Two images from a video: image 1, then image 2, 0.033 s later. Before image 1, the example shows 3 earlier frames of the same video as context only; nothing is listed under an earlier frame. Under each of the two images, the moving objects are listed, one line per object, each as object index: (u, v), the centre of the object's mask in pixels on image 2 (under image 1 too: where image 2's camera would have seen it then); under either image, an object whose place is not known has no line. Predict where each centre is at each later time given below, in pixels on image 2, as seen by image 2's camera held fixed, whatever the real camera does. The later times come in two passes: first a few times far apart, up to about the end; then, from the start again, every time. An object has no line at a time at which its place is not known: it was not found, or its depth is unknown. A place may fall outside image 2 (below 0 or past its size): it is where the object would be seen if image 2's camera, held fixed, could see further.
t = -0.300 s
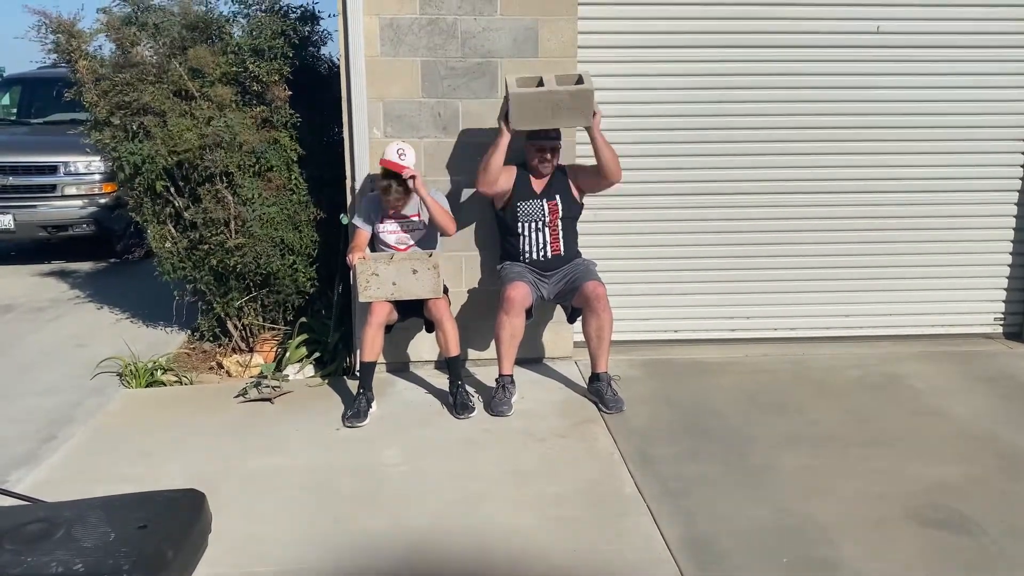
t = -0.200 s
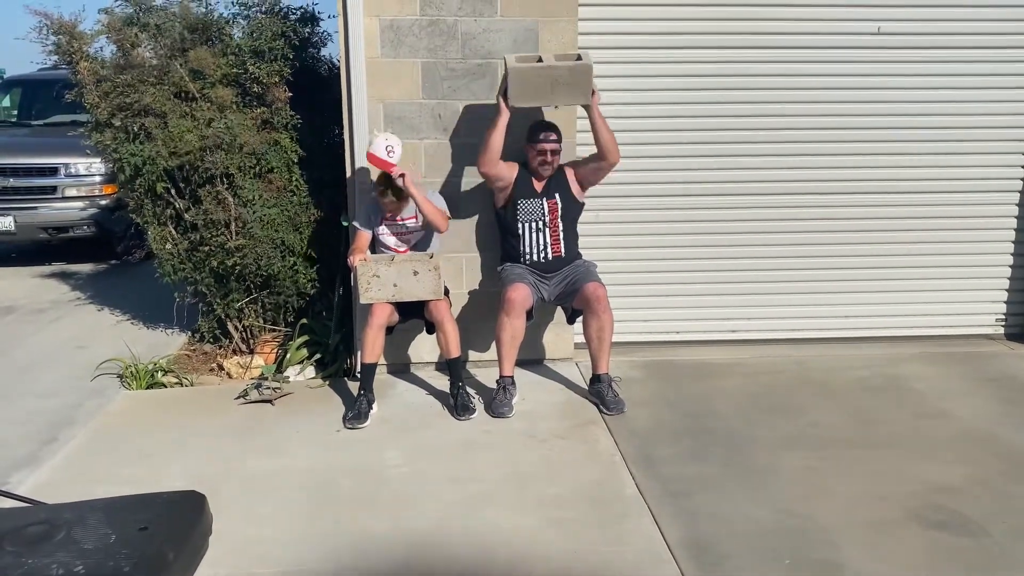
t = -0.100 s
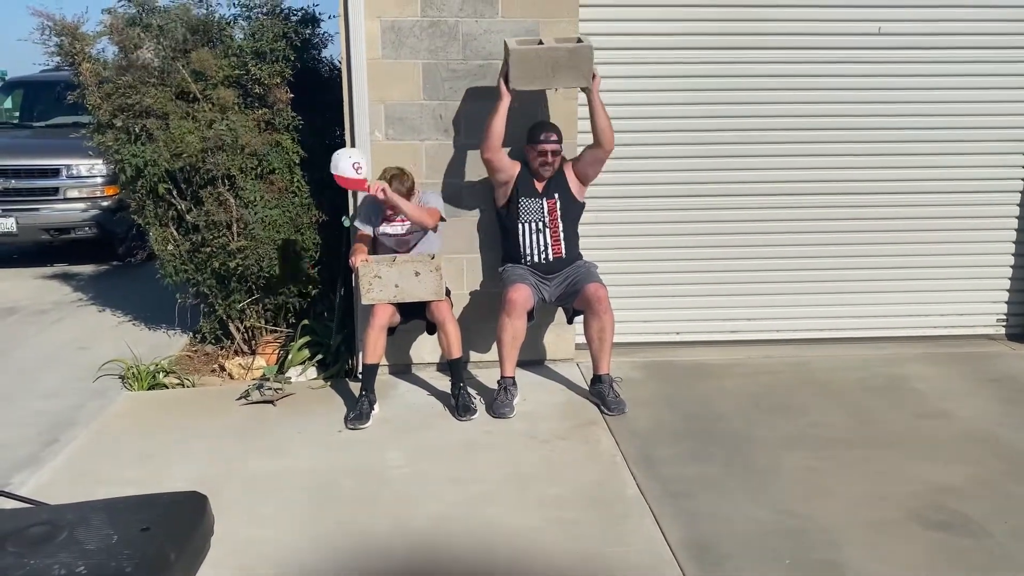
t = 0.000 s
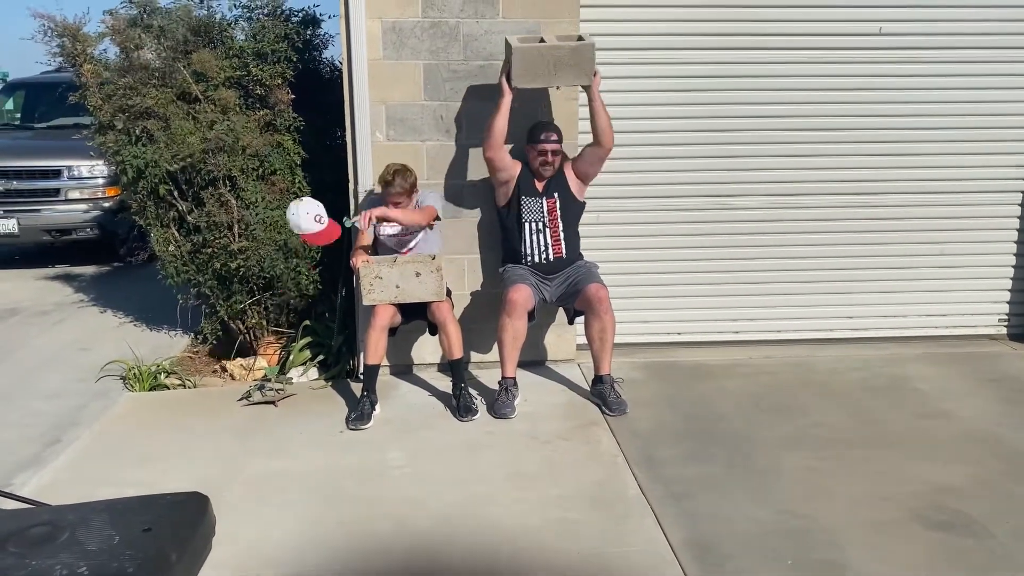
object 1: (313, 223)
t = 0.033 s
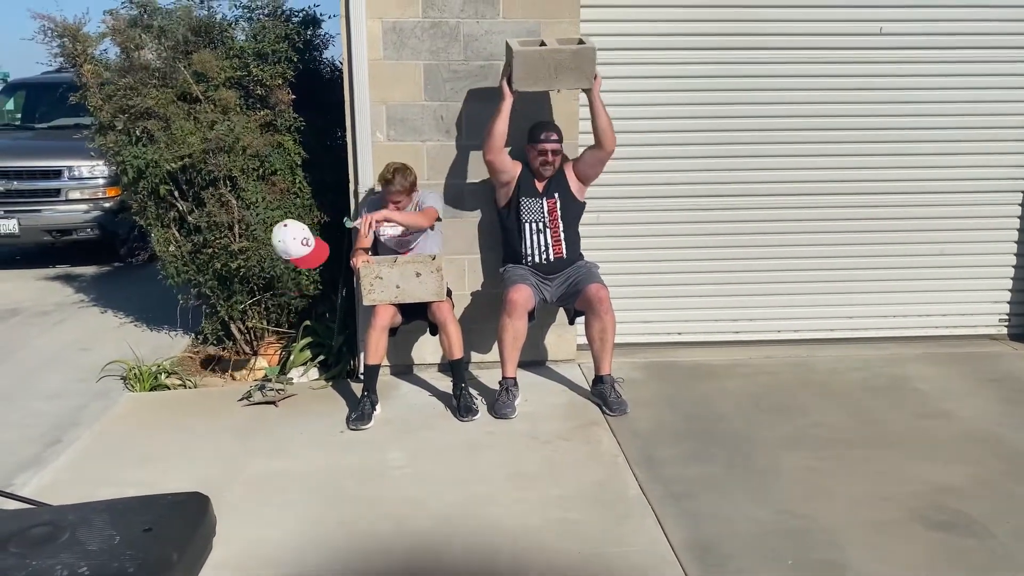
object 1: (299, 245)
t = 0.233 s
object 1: (203, 438)
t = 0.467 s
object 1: (146, 472)
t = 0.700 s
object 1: (77, 490)
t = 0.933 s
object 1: (64, 492)
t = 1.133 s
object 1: (63, 491)
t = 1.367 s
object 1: (63, 491)
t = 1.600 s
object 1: (64, 491)
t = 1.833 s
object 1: (64, 491)
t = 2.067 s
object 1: (64, 491)
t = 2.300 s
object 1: (64, 491)
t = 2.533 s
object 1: (63, 491)
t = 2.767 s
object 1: (63, 491)
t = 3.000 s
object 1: (63, 491)
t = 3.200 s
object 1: (63, 491)
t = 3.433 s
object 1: (63, 491)
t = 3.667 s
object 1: (63, 491)
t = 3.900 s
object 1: (63, 491)
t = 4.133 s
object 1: (63, 491)
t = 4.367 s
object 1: (63, 491)
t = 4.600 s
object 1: (63, 491)
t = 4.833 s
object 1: (63, 491)
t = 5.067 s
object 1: (63, 491)
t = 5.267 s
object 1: (63, 491)
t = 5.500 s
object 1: (63, 491)
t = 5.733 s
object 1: (63, 491)
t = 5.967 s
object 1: (63, 491)
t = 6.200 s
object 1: (63, 491)
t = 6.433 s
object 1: (63, 491)
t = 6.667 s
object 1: (63, 491)
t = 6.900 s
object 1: (63, 491)
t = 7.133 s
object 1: (63, 491)
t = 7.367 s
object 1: (63, 491)
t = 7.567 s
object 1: (63, 491)
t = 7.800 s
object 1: (63, 491)
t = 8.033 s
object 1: (63, 491)
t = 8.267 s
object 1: (63, 491)
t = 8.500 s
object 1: (64, 491)
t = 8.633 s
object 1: (64, 491)
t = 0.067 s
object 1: (285, 270)
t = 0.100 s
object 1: (270, 298)
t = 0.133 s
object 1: (255, 329)
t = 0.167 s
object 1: (239, 362)
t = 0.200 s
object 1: (221, 398)
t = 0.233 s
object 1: (203, 438)
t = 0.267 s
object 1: (190, 473)
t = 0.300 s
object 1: (186, 469)
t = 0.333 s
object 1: (180, 469)
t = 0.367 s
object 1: (174, 467)
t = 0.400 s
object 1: (166, 467)
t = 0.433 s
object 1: (157, 468)
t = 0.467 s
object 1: (146, 472)
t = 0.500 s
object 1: (137, 474)
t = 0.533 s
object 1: (126, 478)
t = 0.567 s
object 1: (115, 478)
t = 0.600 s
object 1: (105, 480)
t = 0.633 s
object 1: (95, 483)
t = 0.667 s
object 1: (85, 487)
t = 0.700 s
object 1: (77, 490)
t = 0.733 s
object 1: (70, 492)
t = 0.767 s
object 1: (66, 494)
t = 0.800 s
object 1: (66, 493)
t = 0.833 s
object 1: (65, 493)
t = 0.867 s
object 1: (65, 492)
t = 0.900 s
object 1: (65, 492)
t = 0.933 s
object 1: (64, 492)
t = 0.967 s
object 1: (63, 491)
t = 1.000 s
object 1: (63, 491)
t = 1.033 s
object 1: (63, 491)
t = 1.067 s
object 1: (63, 491)
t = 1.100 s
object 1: (63, 491)
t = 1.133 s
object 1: (63, 491)
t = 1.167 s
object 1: (63, 491)
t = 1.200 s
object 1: (63, 491)
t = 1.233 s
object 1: (63, 491)
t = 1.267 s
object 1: (63, 491)
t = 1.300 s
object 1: (63, 491)
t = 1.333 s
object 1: (63, 491)
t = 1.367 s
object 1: (63, 491)
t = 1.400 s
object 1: (63, 491)
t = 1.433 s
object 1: (63, 491)
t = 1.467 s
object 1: (63, 491)
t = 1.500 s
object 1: (63, 491)
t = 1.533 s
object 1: (63, 491)
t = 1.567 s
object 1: (63, 491)
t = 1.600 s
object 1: (64, 491)
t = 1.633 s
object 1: (63, 491)
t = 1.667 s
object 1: (64, 491)
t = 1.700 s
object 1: (63, 491)
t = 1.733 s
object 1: (64, 491)
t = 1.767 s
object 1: (64, 491)
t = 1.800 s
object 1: (64, 491)
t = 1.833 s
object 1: (64, 491)
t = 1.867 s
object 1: (64, 491)
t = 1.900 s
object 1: (63, 491)
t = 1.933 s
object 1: (64, 491)
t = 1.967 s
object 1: (63, 491)
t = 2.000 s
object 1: (63, 491)
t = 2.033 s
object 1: (63, 491)
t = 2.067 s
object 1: (64, 491)
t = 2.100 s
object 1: (64, 491)
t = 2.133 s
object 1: (64, 491)
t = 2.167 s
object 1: (64, 491)
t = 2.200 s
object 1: (63, 491)
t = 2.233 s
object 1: (64, 491)
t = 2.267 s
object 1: (64, 491)
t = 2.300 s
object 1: (64, 491)
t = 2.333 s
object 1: (64, 491)
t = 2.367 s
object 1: (64, 491)
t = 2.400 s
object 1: (64, 491)
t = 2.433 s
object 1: (63, 491)
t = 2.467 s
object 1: (63, 491)
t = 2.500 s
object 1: (63, 491)
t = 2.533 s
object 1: (63, 491)
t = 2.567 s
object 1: (63, 491)
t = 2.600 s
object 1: (63, 491)
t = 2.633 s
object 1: (63, 491)
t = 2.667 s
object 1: (63, 491)
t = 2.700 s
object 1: (63, 491)
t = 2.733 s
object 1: (63, 491)
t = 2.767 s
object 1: (63, 491)
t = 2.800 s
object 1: (63, 491)
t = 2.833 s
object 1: (63, 491)
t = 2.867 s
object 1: (63, 491)
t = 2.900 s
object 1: (63, 491)
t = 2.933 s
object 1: (63, 491)
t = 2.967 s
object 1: (63, 491)
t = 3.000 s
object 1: (63, 491)
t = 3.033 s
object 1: (63, 491)
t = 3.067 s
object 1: (63, 491)
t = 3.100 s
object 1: (63, 491)
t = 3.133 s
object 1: (63, 491)
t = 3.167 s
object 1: (63, 491)
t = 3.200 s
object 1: (63, 491)
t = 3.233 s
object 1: (63, 491)
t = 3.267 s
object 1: (63, 491)
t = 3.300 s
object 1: (63, 491)
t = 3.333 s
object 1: (63, 491)
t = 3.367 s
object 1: (63, 491)
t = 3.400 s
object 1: (63, 491)
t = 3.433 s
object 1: (63, 491)
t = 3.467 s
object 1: (63, 491)
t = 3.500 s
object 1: (63, 491)
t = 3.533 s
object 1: (63, 491)
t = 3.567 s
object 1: (63, 491)
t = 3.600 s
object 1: (63, 491)
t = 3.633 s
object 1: (63, 491)
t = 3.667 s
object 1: (63, 491)
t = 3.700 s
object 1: (63, 491)
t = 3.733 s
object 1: (63, 491)
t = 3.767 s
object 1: (63, 491)
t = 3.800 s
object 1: (63, 491)
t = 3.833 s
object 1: (63, 491)
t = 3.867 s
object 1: (63, 491)
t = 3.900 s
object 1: (63, 491)
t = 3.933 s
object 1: (63, 491)
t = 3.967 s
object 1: (63, 491)
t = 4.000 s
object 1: (63, 491)
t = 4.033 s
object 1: (63, 491)
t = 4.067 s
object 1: (63, 491)
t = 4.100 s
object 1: (63, 491)
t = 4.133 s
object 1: (63, 491)
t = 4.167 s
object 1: (63, 491)
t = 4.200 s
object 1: (63, 491)
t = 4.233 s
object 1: (63, 491)
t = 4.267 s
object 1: (63, 491)
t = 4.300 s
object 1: (63, 491)
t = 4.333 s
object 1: (64, 491)
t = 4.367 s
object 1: (63, 491)
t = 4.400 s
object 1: (63, 491)
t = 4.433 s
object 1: (63, 491)
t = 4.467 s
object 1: (63, 491)
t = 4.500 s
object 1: (63, 491)
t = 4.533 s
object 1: (63, 491)
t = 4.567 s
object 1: (63, 491)
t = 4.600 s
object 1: (63, 491)
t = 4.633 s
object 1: (63, 491)
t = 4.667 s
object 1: (63, 491)
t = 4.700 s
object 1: (63, 491)
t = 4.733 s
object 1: (63, 491)
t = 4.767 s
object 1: (63, 491)
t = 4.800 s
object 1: (63, 491)
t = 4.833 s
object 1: (63, 491)
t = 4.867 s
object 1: (63, 491)
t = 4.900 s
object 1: (63, 491)
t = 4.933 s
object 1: (64, 491)
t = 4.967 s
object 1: (63, 491)
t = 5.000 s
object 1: (63, 491)
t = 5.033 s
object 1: (63, 491)
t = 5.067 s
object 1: (63, 491)
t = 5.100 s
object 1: (63, 491)
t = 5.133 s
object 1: (63, 491)
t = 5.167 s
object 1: (63, 491)
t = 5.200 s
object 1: (63, 491)
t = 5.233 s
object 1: (63, 491)
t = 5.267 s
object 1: (63, 491)
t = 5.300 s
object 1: (63, 491)
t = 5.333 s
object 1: (63, 491)
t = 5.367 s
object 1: (63, 491)
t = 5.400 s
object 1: (63, 491)
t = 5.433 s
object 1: (63, 491)
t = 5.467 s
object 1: (63, 491)
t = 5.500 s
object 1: (63, 491)
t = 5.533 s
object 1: (63, 491)
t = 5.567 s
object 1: (63, 491)
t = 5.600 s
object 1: (63, 491)
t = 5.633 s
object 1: (63, 491)
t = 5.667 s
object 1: (63, 491)
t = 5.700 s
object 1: (63, 491)
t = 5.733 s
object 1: (63, 491)
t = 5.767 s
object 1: (63, 491)
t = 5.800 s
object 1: (63, 491)
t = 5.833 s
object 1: (63, 491)
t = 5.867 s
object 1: (63, 491)
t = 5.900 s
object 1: (63, 491)
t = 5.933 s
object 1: (63, 491)
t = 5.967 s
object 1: (63, 491)
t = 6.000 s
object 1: (63, 491)
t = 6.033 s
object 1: (63, 491)
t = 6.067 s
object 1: (63, 491)
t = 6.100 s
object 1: (63, 491)
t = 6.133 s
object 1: (63, 491)
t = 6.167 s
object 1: (63, 491)
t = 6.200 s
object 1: (63, 491)
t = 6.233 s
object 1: (63, 491)
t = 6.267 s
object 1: (63, 491)
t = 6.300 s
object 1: (63, 491)
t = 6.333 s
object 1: (63, 491)
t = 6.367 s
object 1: (63, 491)
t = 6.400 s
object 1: (63, 491)
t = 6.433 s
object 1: (63, 491)
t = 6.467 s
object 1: (63, 491)
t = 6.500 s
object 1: (63, 491)
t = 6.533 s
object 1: (63, 491)
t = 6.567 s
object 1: (63, 491)
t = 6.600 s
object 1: (63, 491)
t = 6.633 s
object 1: (63, 491)
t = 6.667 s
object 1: (63, 491)
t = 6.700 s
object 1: (63, 491)
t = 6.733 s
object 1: (63, 491)
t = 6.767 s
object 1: (63, 491)
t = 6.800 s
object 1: (63, 491)
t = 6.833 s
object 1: (63, 491)
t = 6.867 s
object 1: (63, 491)
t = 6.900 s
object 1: (63, 491)
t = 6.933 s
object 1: (63, 491)
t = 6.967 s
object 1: (63, 491)
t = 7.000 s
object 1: (63, 491)
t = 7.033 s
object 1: (63, 491)
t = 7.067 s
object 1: (63, 491)
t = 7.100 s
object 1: (63, 491)
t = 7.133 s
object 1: (63, 491)
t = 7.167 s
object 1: (64, 491)
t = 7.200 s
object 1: (63, 491)
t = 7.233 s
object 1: (63, 491)
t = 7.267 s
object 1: (63, 491)
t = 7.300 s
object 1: (63, 491)
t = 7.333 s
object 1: (63, 491)
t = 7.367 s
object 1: (63, 491)
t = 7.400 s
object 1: (63, 491)
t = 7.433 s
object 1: (63, 491)
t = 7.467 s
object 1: (63, 491)
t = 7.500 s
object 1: (63, 491)
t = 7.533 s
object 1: (63, 491)
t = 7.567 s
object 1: (63, 491)
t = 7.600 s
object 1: (63, 491)
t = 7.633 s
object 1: (63, 491)
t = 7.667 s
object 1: (64, 491)
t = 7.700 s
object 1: (63, 491)
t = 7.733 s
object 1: (63, 491)
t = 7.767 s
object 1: (63, 491)
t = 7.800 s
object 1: (63, 491)
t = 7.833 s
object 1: (63, 491)
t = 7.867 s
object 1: (63, 491)
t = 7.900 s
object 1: (63, 491)
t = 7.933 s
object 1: (63, 491)
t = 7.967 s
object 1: (63, 491)
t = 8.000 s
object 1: (63, 491)
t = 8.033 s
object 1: (63, 491)
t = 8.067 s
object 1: (64, 491)
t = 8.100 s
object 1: (63, 491)
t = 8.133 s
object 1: (63, 491)
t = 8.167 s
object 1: (63, 491)
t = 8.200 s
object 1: (63, 491)
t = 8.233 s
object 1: (63, 491)
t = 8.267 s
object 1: (63, 491)
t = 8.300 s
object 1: (63, 491)
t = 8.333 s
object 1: (64, 491)
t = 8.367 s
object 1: (63, 491)
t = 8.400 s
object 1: (64, 491)
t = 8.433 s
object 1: (63, 491)
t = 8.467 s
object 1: (63, 491)
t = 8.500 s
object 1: (64, 491)
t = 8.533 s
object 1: (63, 491)
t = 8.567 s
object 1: (63, 491)
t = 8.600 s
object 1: (63, 491)
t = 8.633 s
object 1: (64, 491)
